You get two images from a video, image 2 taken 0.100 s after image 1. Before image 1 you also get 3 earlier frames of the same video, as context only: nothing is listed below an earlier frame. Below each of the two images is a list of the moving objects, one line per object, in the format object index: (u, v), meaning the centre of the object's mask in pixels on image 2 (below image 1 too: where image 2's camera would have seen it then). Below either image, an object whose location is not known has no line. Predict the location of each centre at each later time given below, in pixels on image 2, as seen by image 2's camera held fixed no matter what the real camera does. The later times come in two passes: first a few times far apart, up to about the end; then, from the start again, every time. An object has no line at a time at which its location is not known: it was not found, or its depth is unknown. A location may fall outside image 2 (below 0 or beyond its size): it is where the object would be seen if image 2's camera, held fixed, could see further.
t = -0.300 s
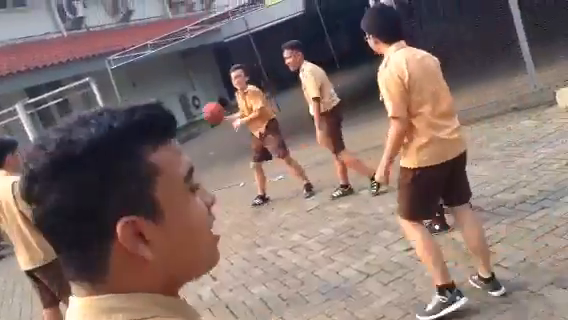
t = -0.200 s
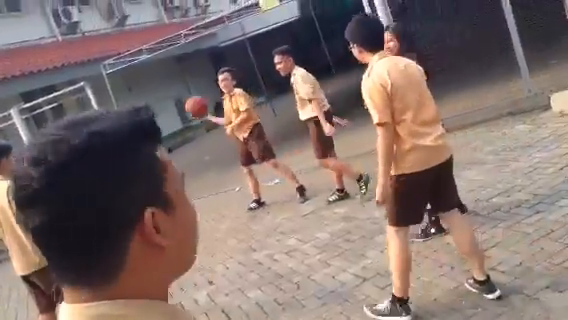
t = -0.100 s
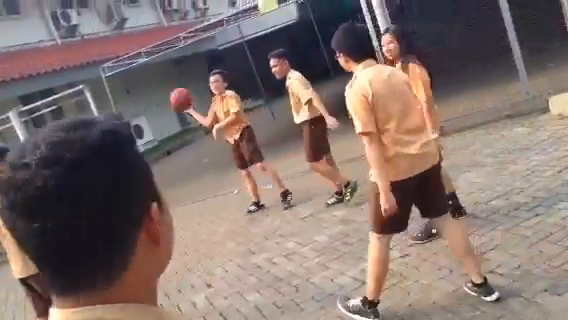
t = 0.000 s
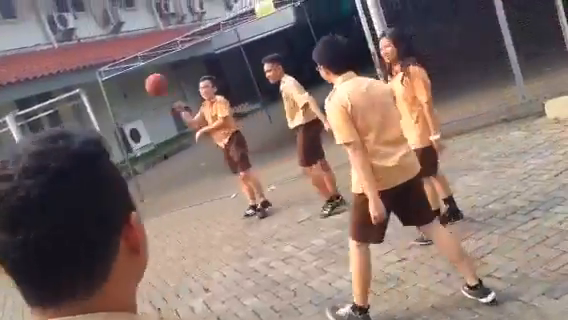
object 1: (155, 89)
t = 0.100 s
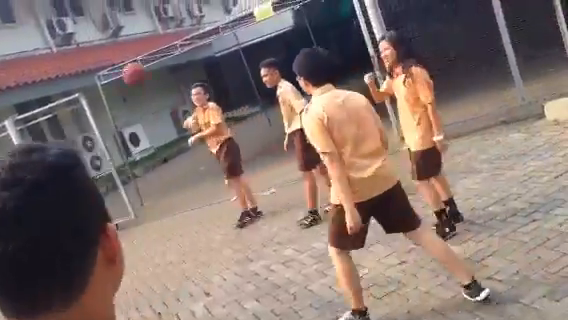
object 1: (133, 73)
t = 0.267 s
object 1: (102, 69)
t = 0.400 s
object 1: (82, 85)
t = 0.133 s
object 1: (127, 70)
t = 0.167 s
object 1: (120, 69)
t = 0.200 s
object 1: (113, 68)
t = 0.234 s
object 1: (108, 67)
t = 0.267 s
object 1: (102, 69)
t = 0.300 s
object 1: (96, 71)
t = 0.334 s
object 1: (91, 74)
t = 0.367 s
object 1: (86, 79)
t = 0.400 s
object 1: (82, 85)
